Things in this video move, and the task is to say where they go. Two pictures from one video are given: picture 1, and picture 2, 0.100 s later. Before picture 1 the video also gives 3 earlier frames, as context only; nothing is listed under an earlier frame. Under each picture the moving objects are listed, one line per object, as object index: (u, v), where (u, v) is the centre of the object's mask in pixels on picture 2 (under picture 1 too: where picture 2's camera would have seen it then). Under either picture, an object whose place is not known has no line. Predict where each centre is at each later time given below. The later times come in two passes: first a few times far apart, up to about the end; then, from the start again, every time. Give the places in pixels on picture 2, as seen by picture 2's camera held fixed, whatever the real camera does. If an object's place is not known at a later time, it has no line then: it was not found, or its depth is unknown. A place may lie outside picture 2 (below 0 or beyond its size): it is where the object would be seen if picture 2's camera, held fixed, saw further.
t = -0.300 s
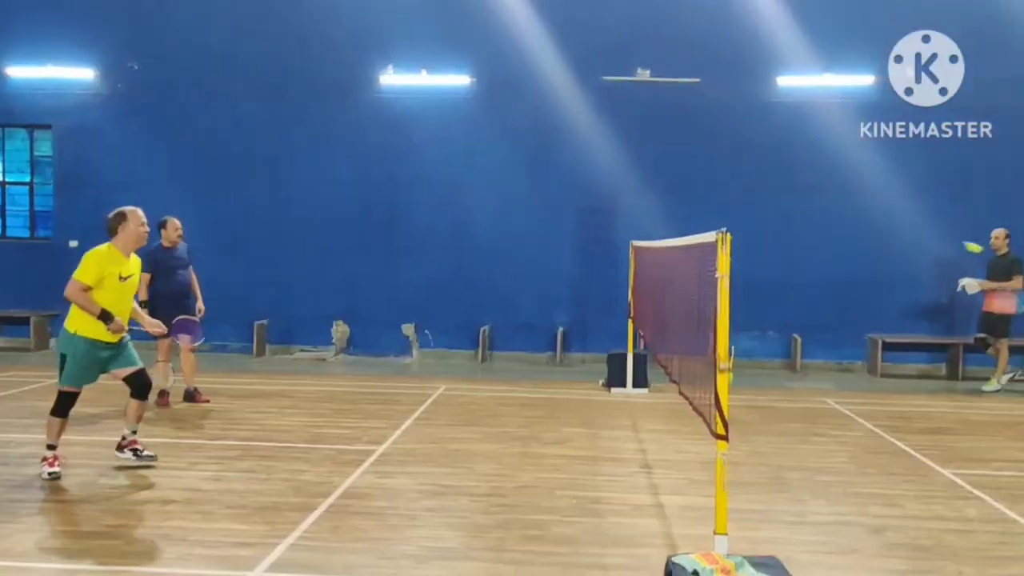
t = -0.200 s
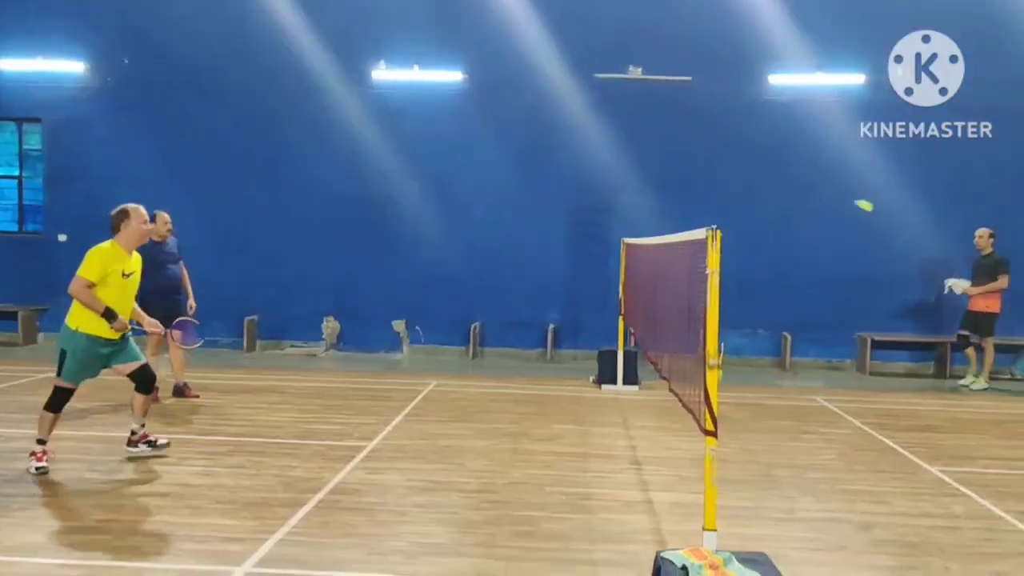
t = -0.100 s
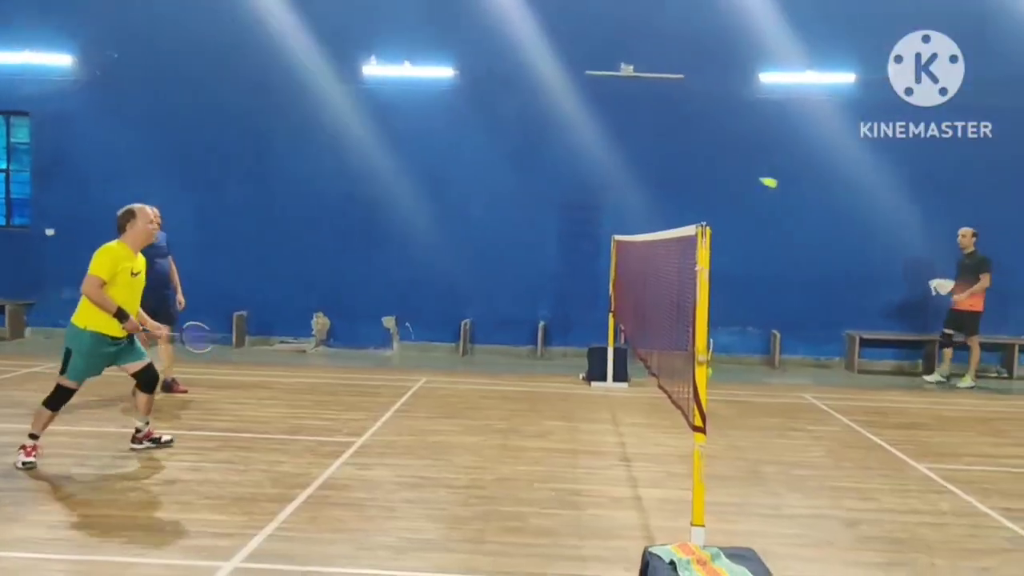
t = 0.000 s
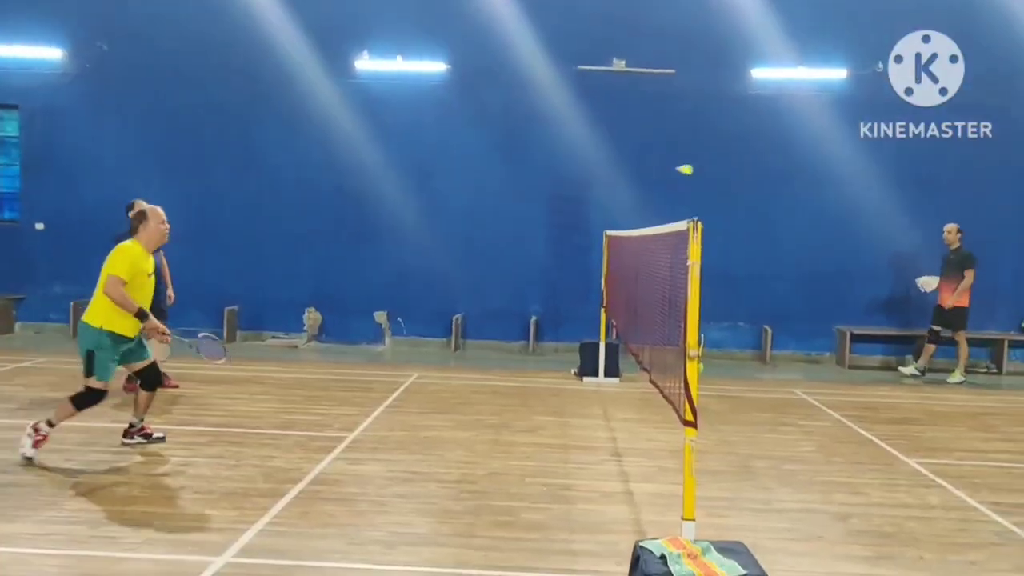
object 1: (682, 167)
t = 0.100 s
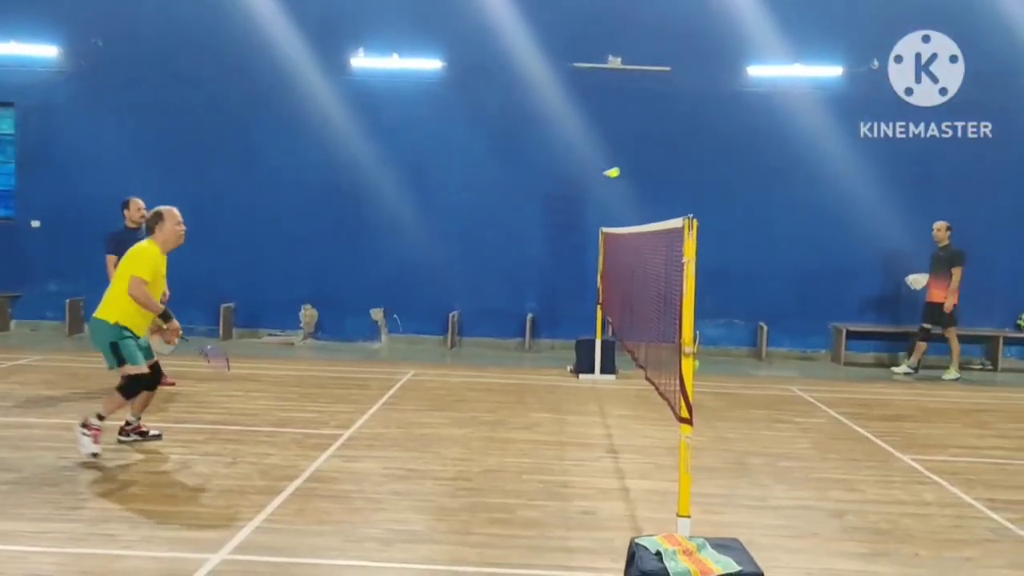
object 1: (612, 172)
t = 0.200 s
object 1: (549, 190)
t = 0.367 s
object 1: (455, 246)
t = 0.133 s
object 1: (590, 177)
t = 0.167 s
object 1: (570, 183)
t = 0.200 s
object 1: (549, 190)
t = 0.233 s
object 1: (529, 199)
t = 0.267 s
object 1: (510, 209)
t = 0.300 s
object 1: (491, 220)
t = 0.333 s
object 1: (473, 232)
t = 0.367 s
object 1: (455, 246)
